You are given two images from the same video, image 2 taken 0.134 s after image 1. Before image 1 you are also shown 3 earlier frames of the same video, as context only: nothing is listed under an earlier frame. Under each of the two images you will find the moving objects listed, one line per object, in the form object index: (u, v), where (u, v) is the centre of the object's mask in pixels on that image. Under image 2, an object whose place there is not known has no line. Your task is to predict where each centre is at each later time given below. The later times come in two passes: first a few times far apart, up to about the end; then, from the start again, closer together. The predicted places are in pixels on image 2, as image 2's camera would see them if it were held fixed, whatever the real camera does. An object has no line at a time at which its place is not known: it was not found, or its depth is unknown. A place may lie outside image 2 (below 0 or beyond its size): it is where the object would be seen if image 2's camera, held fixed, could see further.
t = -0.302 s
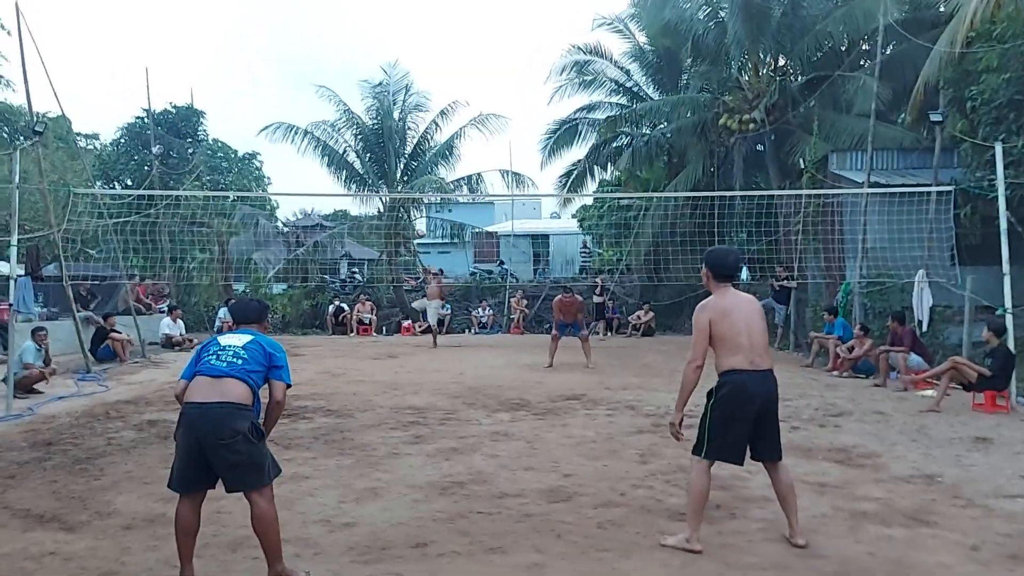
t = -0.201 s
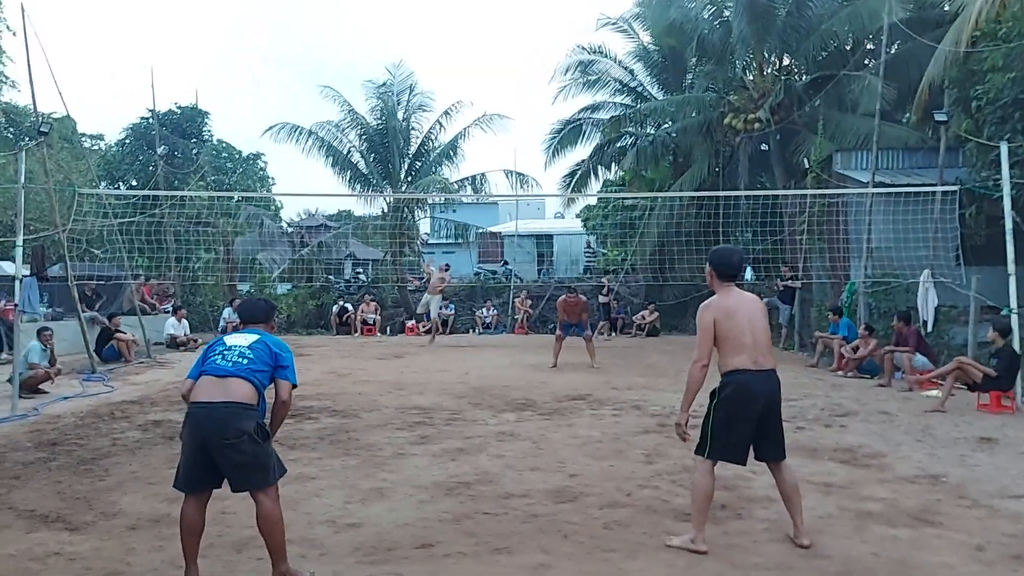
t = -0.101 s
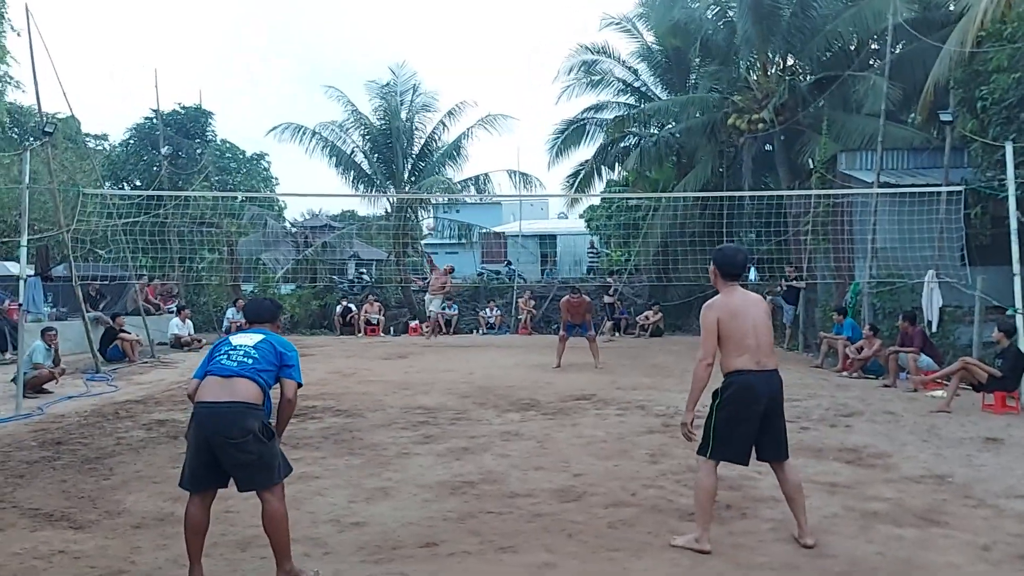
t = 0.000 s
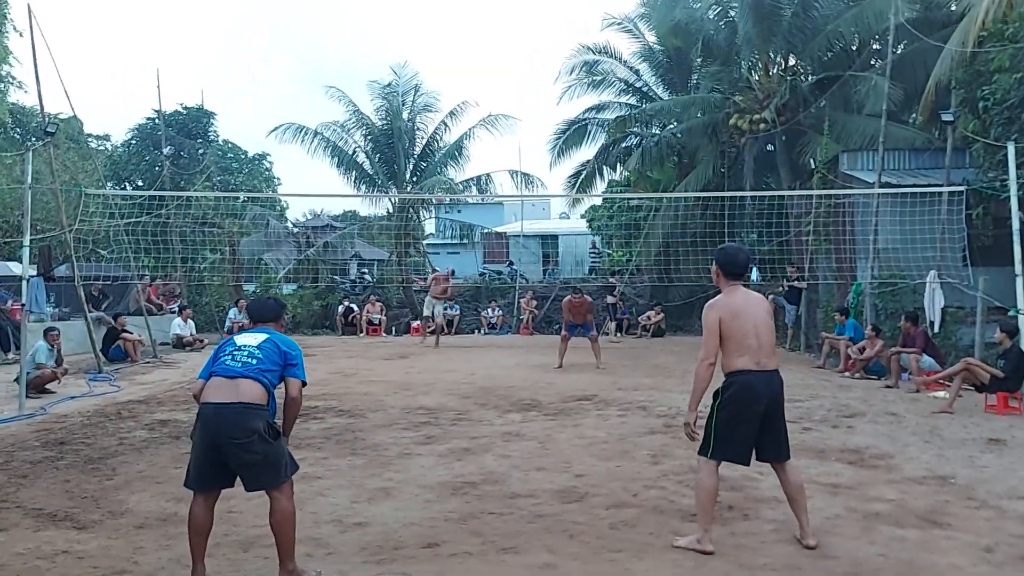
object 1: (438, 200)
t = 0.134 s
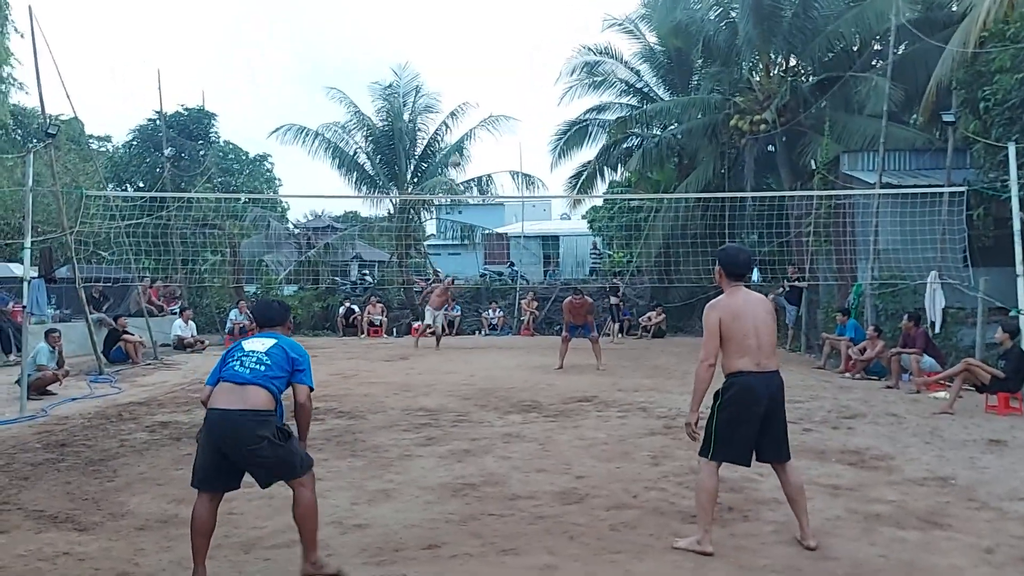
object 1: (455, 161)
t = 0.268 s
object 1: (475, 129)
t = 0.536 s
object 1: (544, 84)
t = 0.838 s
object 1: (694, 101)
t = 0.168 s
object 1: (460, 152)
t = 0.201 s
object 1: (465, 145)
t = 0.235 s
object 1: (471, 137)
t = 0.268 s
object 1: (475, 129)
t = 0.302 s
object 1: (483, 121)
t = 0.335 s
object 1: (490, 115)
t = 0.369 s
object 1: (497, 108)
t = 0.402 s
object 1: (505, 101)
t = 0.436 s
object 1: (514, 96)
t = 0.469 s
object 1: (523, 91)
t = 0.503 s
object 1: (534, 87)
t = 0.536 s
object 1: (544, 84)
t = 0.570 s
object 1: (556, 81)
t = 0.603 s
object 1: (569, 79)
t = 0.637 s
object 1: (583, 79)
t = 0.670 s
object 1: (598, 79)
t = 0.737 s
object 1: (633, 84)
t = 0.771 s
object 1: (651, 88)
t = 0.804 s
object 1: (674, 93)
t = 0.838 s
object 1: (694, 101)
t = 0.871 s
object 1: (719, 111)
